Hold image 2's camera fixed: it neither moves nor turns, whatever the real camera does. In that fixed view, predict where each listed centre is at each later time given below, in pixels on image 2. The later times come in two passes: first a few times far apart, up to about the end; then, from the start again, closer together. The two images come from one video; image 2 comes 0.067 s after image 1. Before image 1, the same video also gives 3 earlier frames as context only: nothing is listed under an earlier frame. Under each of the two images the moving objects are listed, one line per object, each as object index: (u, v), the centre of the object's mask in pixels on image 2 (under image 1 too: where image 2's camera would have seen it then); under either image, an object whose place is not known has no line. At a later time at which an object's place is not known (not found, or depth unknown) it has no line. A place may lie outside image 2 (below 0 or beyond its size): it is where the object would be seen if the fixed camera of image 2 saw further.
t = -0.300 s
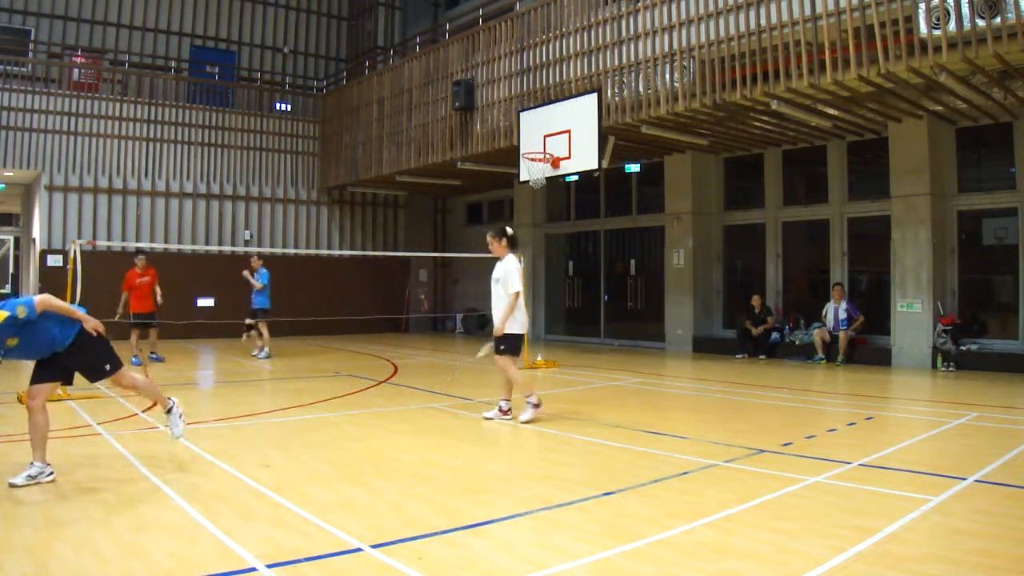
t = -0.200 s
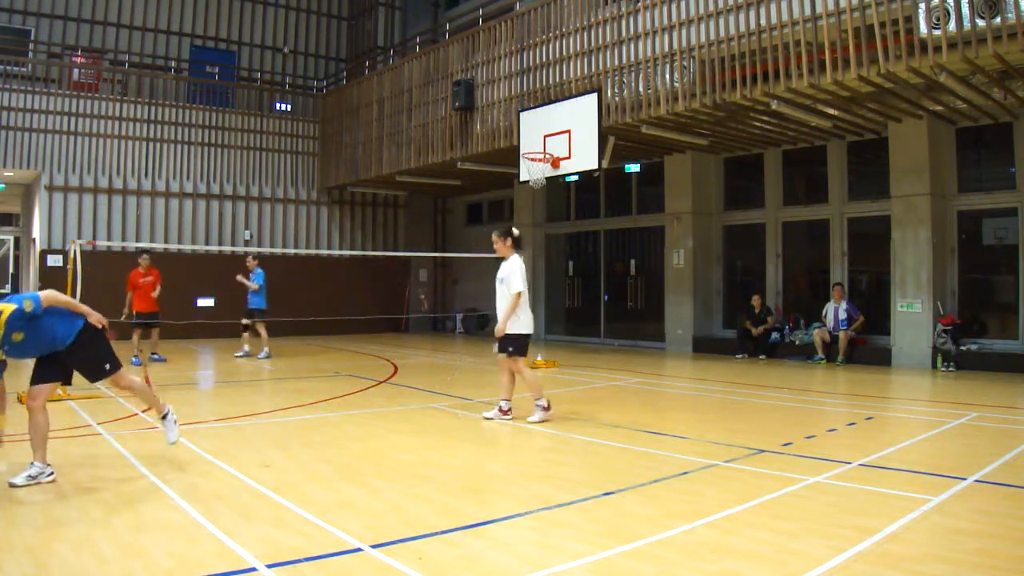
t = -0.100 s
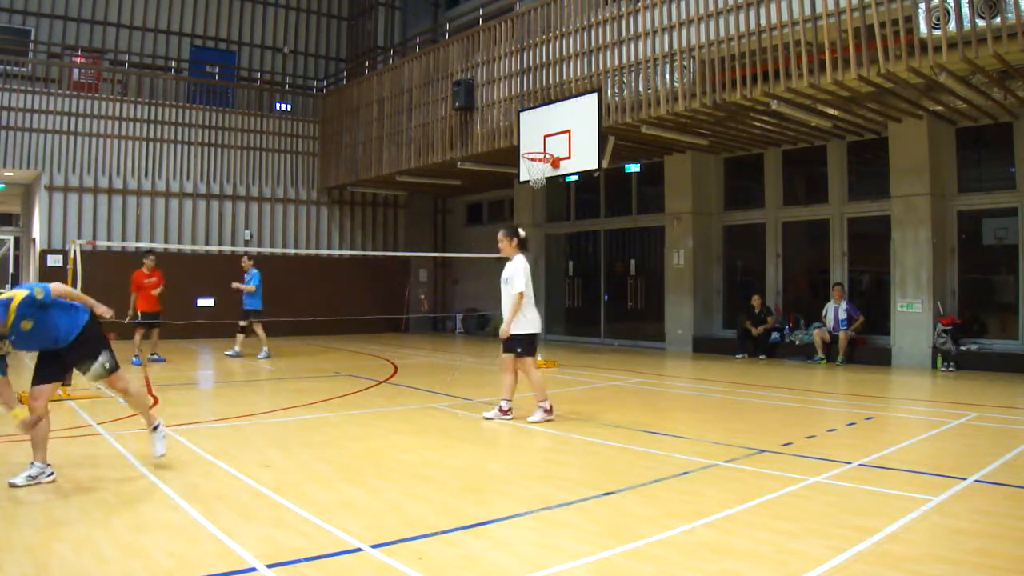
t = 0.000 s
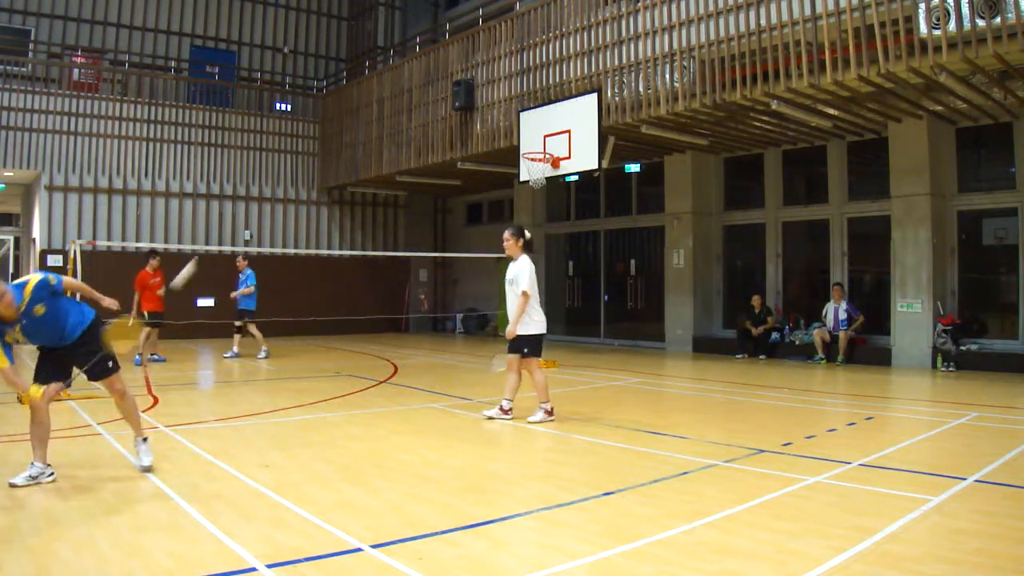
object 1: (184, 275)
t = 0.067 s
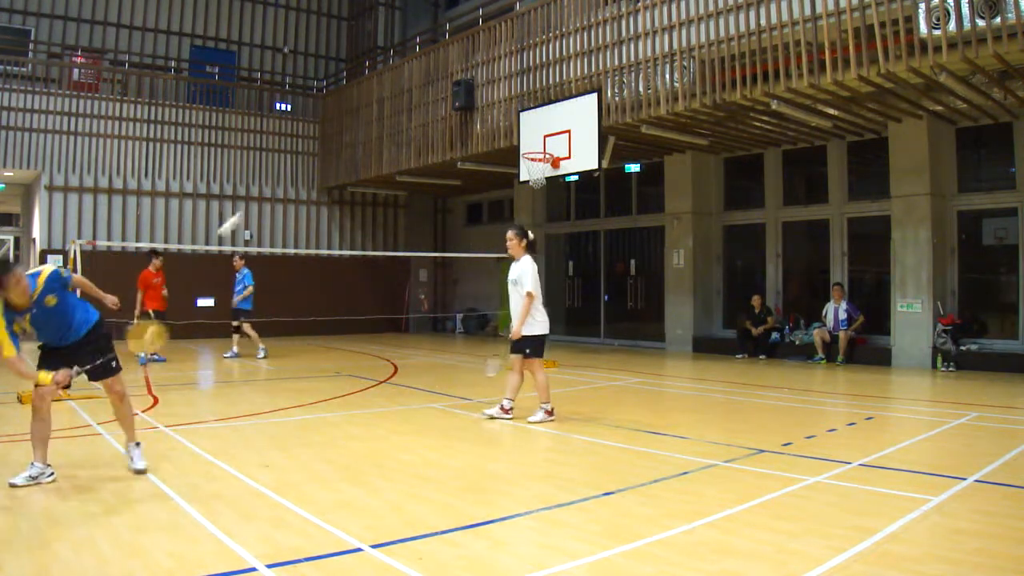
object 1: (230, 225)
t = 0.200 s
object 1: (303, 165)
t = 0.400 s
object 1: (385, 143)
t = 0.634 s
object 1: (458, 188)
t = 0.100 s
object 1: (251, 206)
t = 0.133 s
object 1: (270, 188)
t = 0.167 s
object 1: (287, 176)
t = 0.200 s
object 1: (303, 165)
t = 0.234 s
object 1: (319, 157)
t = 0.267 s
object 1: (333, 151)
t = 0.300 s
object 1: (347, 146)
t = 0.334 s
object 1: (360, 143)
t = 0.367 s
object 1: (373, 142)
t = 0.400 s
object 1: (385, 143)
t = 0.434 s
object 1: (397, 146)
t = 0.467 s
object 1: (408, 149)
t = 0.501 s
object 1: (418, 154)
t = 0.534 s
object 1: (429, 160)
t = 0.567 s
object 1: (440, 168)
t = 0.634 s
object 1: (458, 188)
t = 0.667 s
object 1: (467, 199)
